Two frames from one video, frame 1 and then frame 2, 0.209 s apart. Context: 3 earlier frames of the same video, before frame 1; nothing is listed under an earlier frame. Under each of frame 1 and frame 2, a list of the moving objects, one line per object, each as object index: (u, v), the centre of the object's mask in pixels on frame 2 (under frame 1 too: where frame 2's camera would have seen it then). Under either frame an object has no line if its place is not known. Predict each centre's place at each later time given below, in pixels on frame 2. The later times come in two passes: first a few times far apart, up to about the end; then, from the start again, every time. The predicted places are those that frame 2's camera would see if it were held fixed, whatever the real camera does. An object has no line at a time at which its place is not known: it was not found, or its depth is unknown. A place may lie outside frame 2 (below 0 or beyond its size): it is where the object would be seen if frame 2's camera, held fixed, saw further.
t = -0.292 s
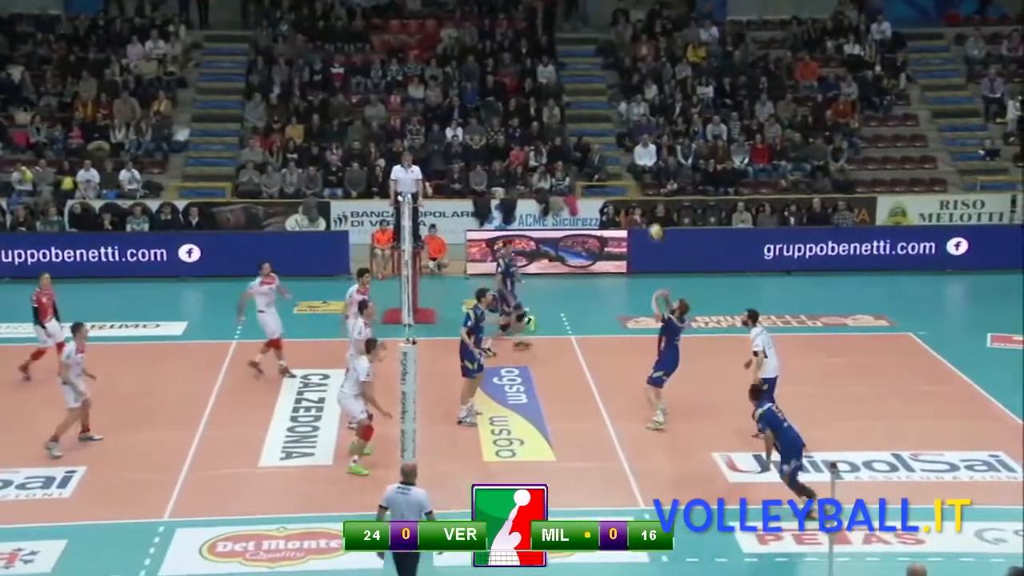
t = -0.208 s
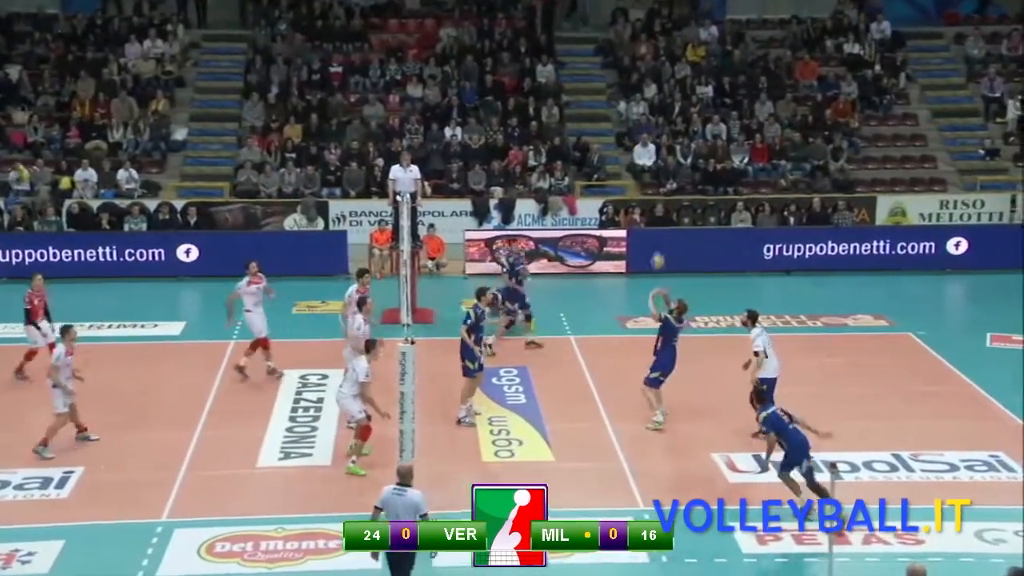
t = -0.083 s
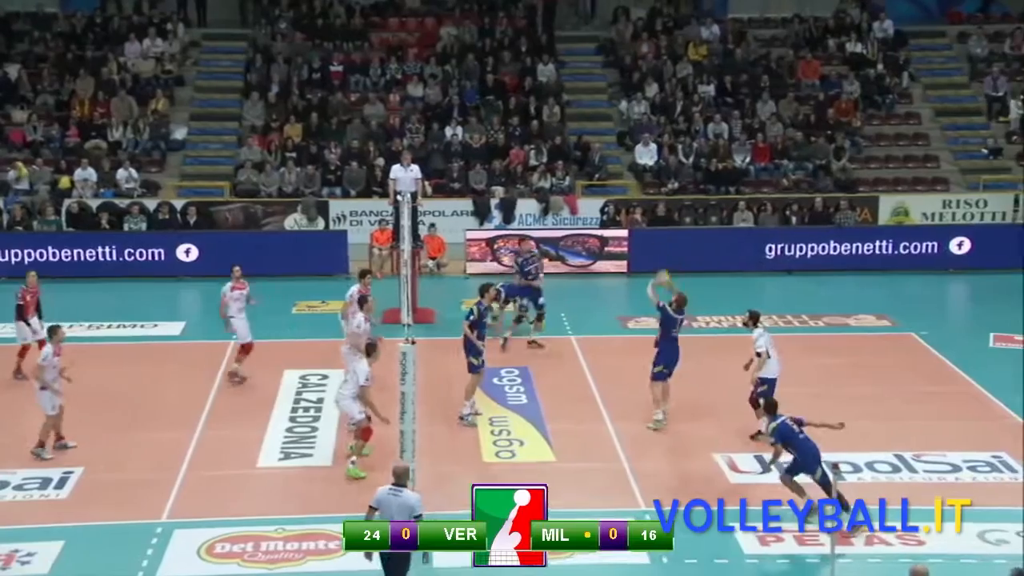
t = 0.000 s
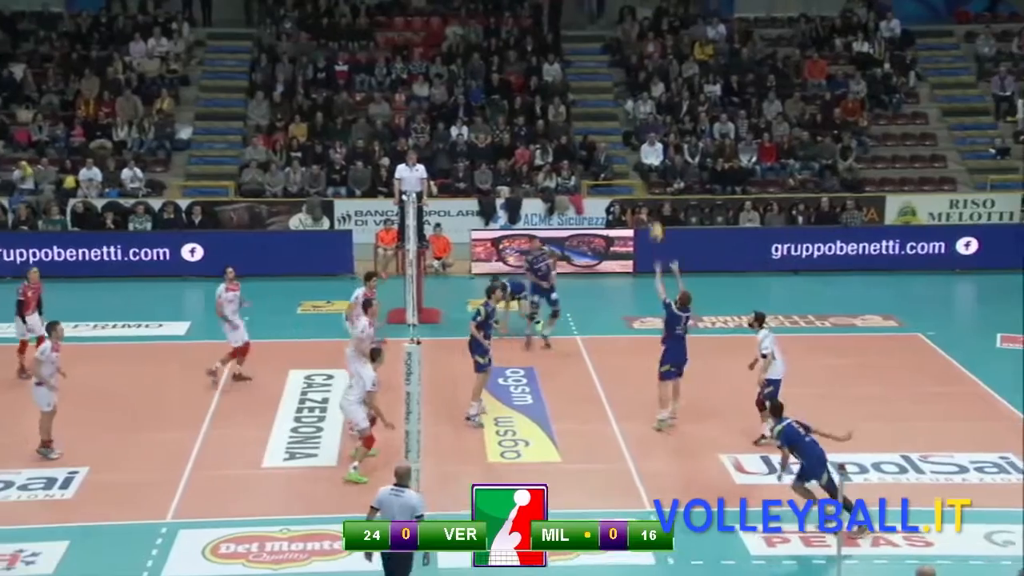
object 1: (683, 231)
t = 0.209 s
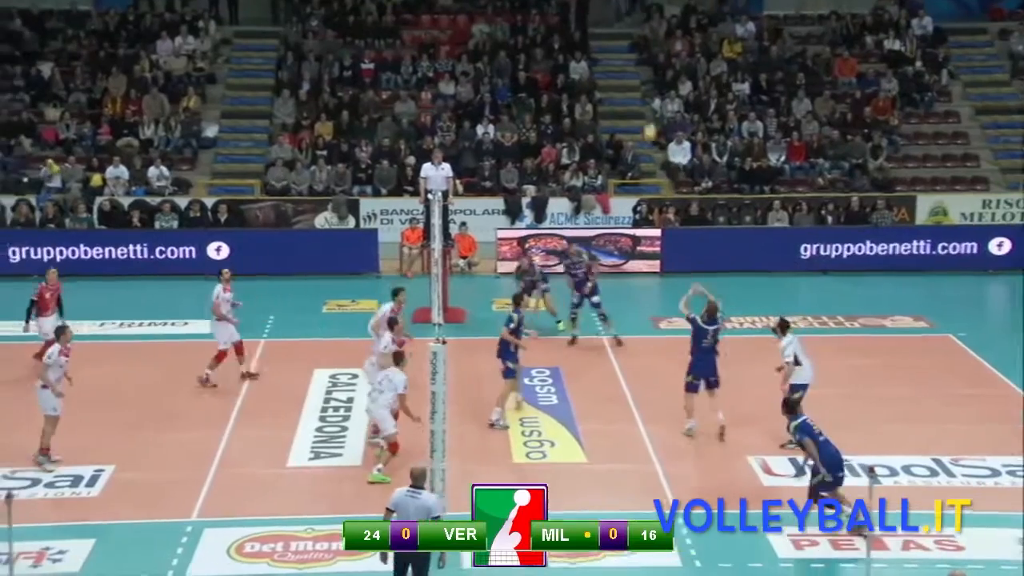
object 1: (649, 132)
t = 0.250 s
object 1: (644, 117)
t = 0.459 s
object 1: (617, 56)
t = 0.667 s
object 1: (588, 24)
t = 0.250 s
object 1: (644, 117)
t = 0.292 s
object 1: (638, 102)
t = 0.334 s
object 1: (633, 89)
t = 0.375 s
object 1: (627, 76)
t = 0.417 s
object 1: (621, 66)
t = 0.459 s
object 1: (617, 56)
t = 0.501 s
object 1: (610, 46)
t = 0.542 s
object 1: (604, 39)
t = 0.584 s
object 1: (599, 33)
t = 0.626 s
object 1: (593, 28)
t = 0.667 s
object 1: (588, 24)
